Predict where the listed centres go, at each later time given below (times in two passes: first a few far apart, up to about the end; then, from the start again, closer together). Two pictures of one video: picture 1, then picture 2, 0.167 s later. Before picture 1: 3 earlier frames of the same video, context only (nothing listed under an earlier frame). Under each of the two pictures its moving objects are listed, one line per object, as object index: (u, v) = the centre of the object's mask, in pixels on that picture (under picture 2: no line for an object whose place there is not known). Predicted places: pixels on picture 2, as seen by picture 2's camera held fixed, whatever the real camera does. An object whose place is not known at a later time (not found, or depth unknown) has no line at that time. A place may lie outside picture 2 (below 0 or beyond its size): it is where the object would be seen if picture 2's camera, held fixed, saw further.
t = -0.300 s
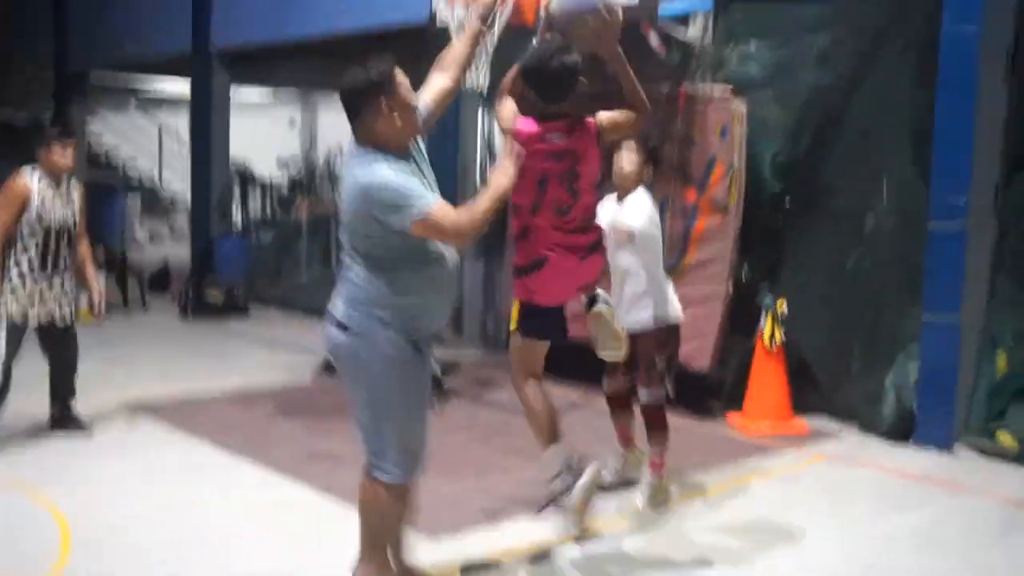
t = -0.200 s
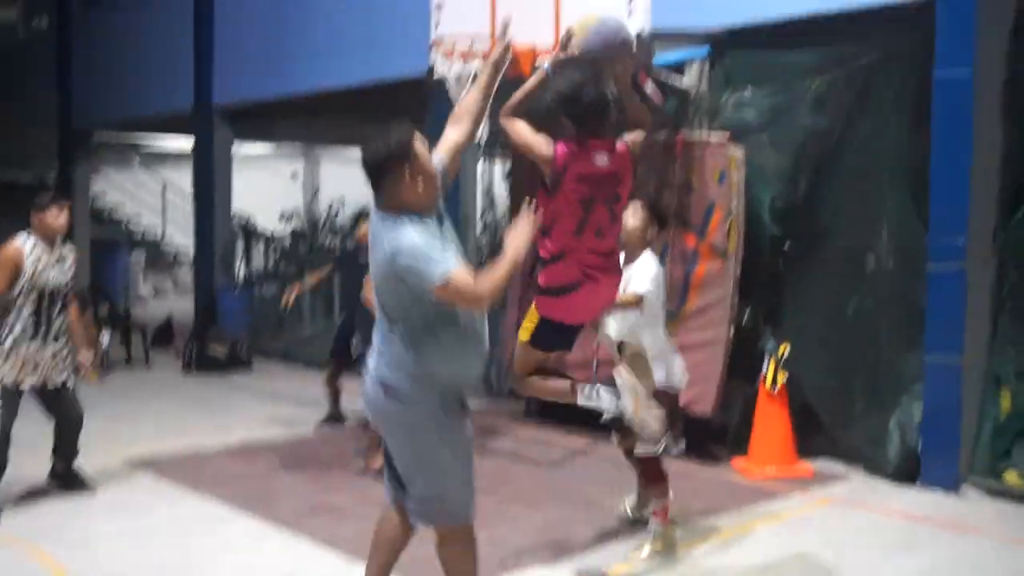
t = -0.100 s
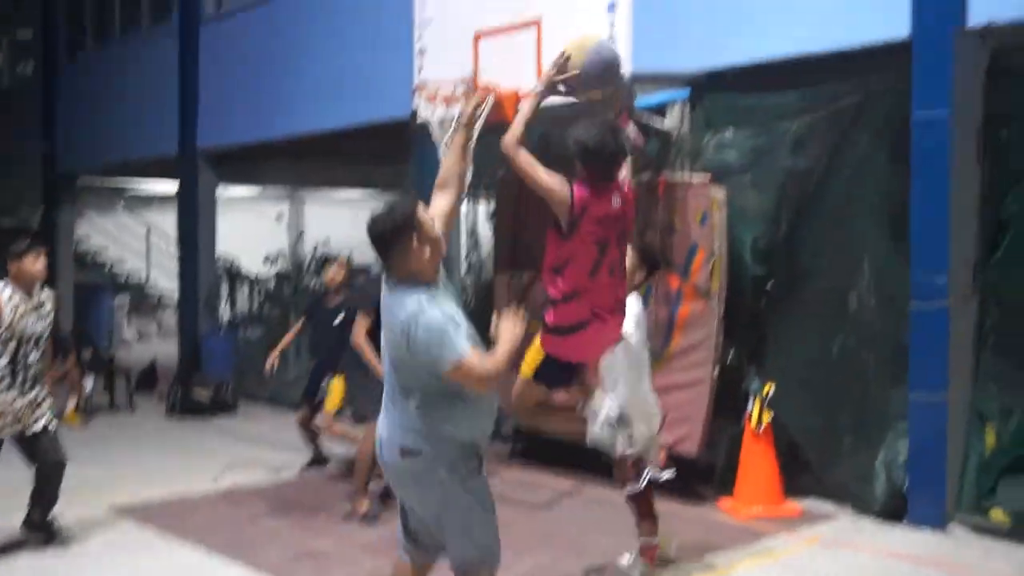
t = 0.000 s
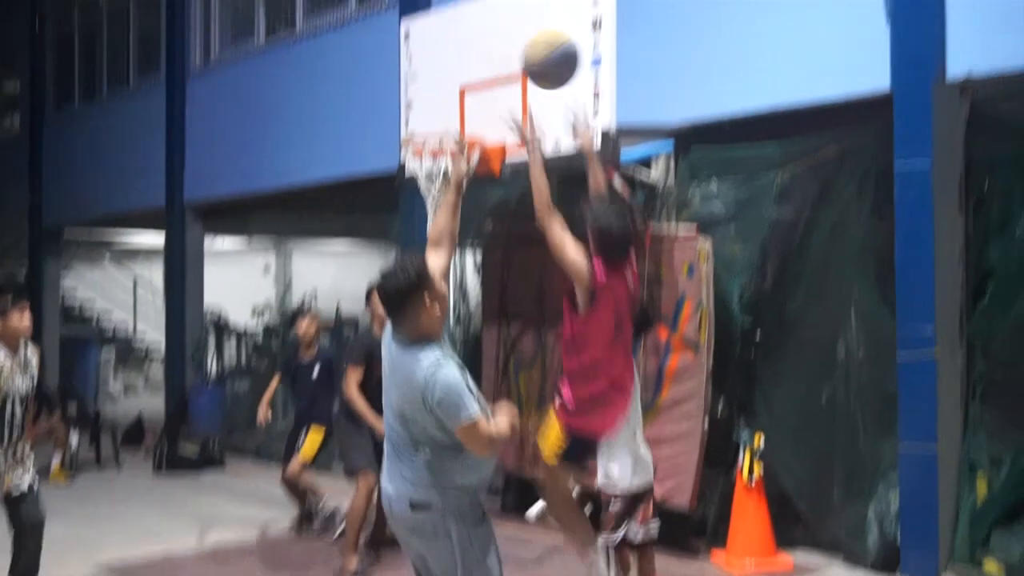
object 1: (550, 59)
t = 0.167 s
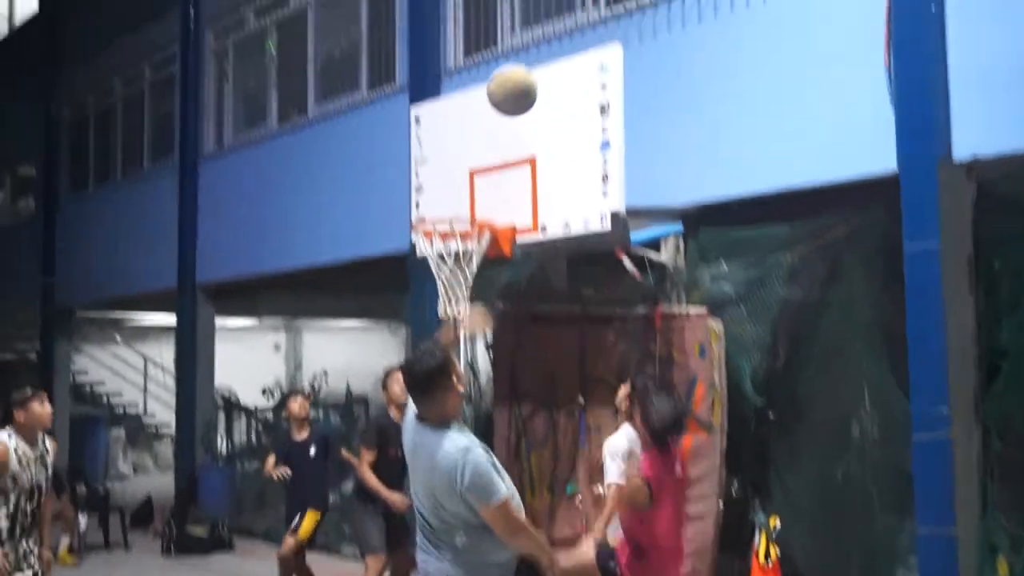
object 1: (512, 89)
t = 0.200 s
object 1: (504, 88)
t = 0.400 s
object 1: (464, 123)
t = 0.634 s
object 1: (442, 205)
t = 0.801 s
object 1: (507, 163)
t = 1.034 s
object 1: (558, 164)
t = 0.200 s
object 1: (504, 88)
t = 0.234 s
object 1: (496, 89)
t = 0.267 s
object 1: (489, 92)
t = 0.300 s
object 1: (483, 96)
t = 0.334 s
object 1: (476, 102)
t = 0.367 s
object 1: (470, 110)
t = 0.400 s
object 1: (464, 123)
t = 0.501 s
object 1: (449, 161)
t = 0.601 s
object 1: (433, 208)
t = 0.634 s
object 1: (442, 205)
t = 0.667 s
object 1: (455, 195)
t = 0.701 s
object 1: (468, 184)
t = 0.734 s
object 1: (481, 176)
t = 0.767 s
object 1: (494, 168)
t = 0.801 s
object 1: (507, 163)
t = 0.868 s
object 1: (534, 158)
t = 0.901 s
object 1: (545, 157)
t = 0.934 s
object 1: (547, 155)
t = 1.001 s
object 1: (555, 159)
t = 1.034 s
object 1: (558, 164)
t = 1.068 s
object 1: (562, 170)
